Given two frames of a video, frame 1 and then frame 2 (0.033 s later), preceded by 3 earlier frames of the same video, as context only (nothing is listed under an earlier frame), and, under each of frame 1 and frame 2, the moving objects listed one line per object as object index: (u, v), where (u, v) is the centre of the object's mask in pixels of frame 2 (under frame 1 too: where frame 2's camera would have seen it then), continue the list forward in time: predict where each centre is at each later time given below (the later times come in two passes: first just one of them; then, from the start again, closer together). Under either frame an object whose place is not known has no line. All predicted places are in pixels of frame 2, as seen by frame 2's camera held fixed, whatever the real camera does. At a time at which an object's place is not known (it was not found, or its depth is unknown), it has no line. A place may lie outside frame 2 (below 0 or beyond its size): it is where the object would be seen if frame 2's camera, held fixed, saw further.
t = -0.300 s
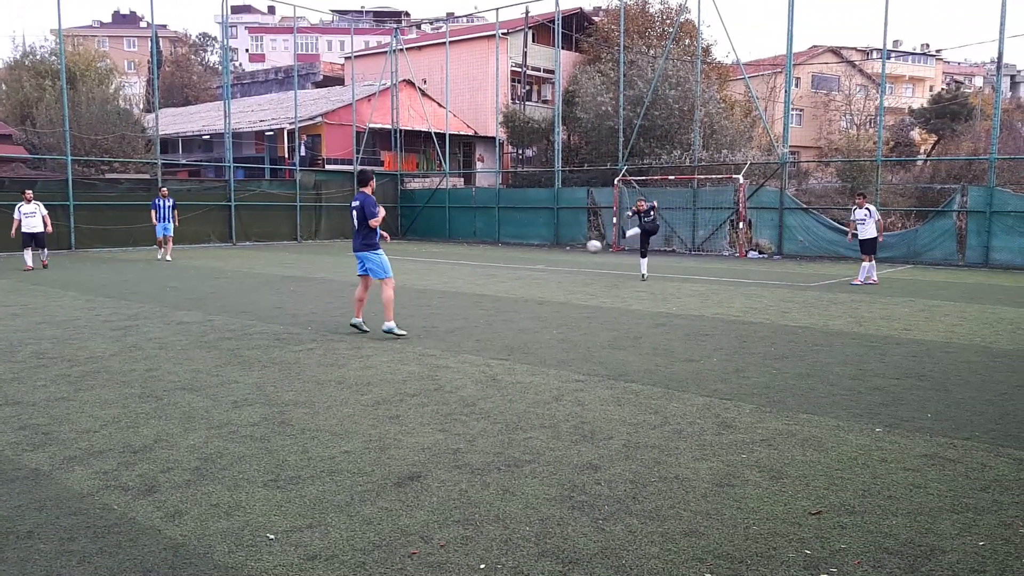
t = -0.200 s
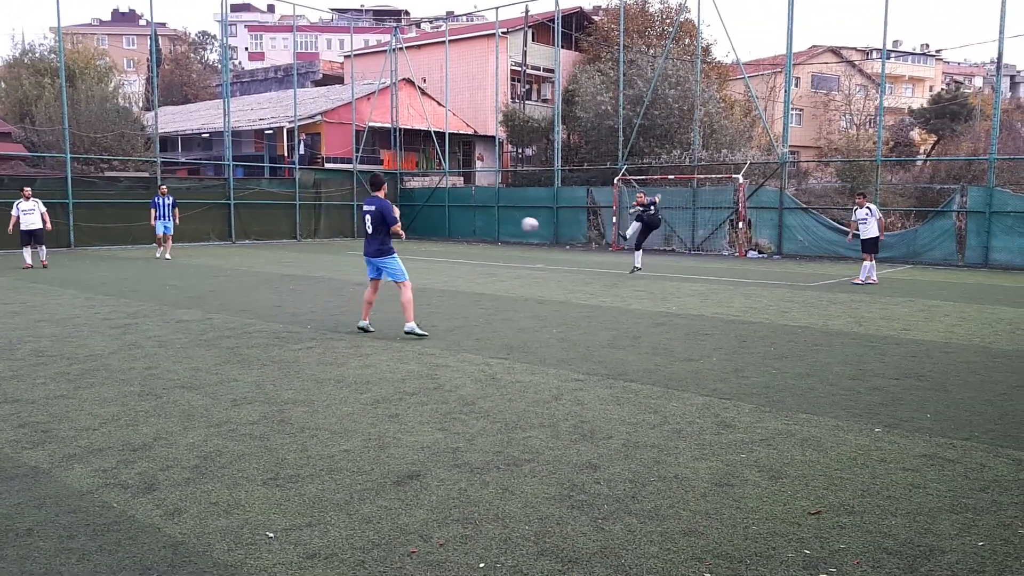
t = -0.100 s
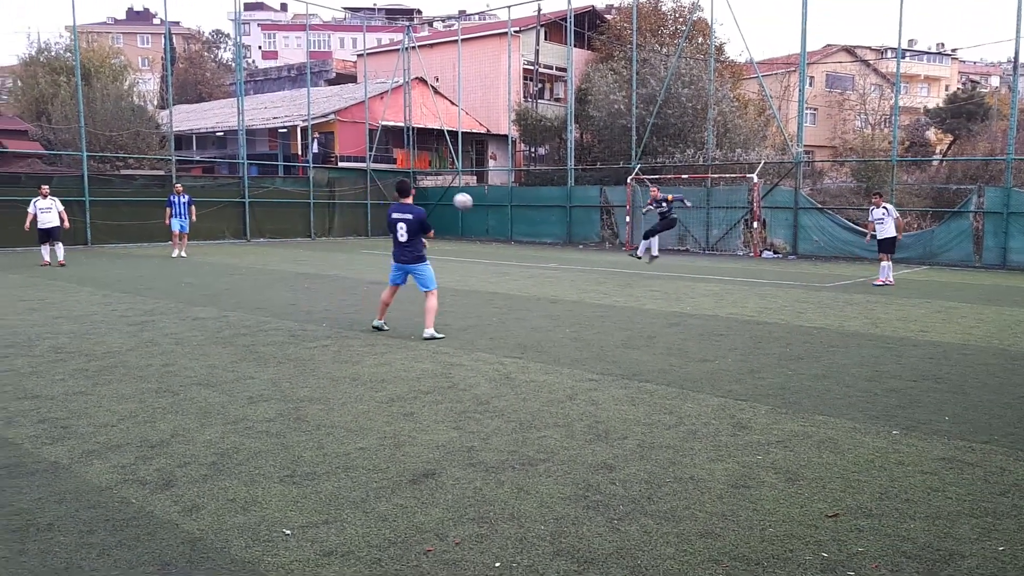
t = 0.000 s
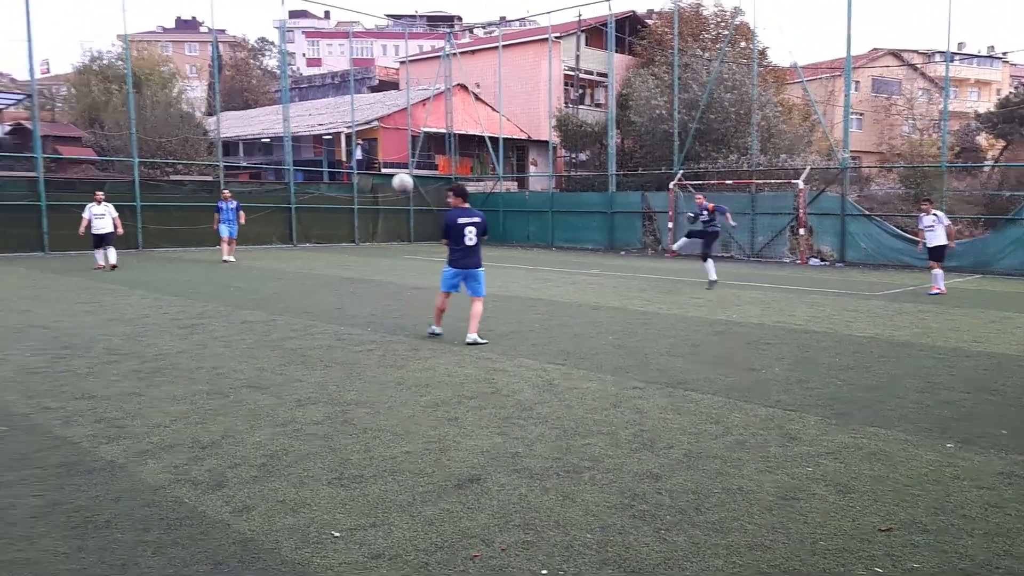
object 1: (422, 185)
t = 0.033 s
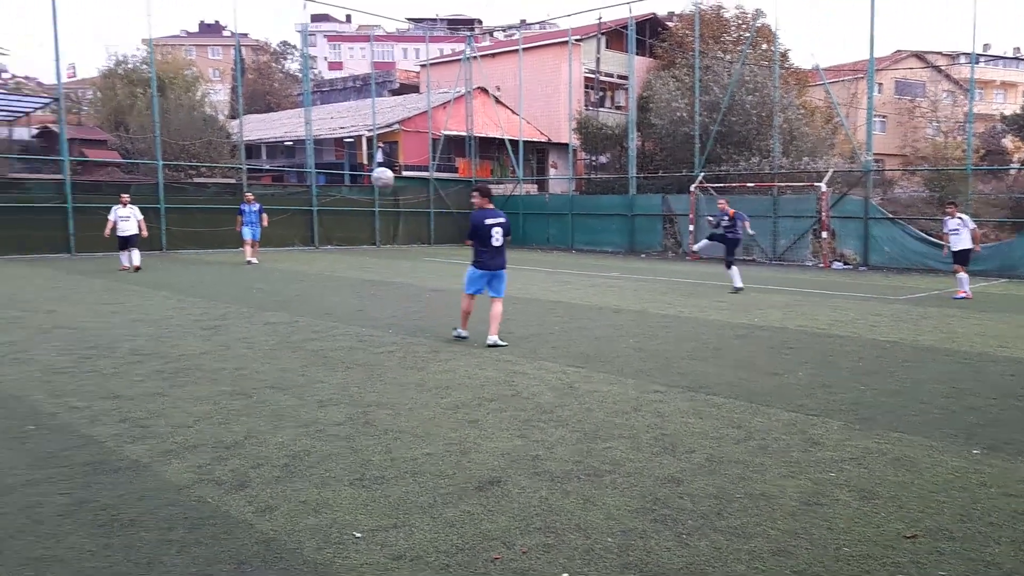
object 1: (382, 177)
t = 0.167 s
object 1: (179, 143)
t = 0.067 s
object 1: (339, 169)
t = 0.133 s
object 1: (238, 152)
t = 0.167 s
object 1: (179, 143)
